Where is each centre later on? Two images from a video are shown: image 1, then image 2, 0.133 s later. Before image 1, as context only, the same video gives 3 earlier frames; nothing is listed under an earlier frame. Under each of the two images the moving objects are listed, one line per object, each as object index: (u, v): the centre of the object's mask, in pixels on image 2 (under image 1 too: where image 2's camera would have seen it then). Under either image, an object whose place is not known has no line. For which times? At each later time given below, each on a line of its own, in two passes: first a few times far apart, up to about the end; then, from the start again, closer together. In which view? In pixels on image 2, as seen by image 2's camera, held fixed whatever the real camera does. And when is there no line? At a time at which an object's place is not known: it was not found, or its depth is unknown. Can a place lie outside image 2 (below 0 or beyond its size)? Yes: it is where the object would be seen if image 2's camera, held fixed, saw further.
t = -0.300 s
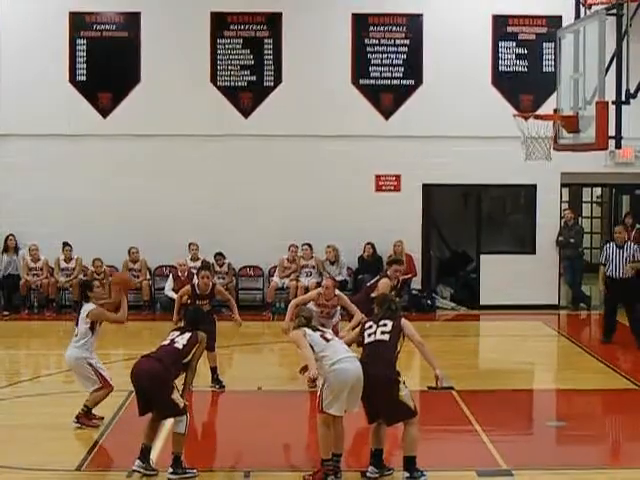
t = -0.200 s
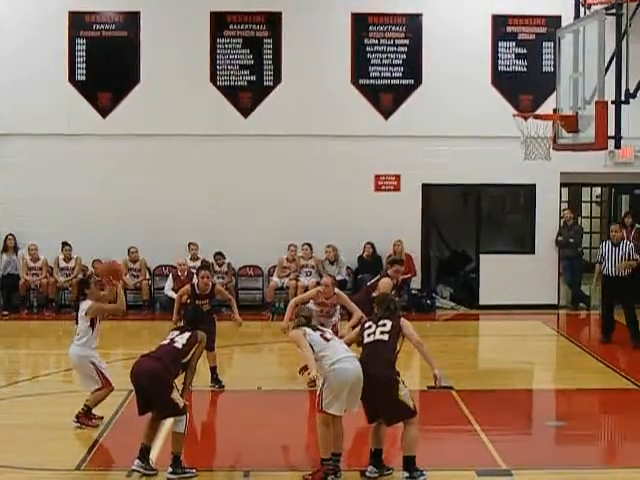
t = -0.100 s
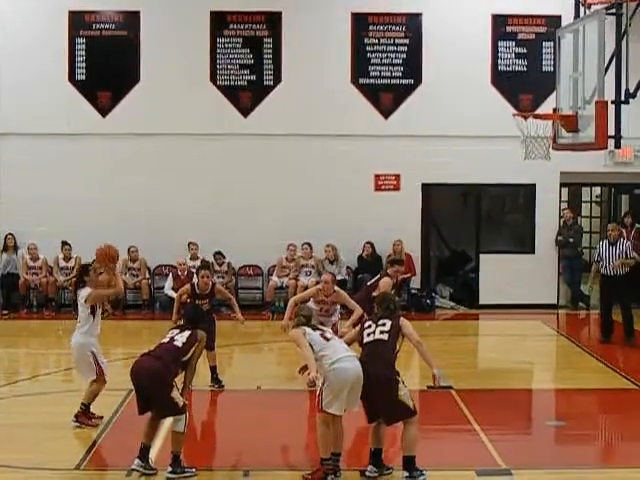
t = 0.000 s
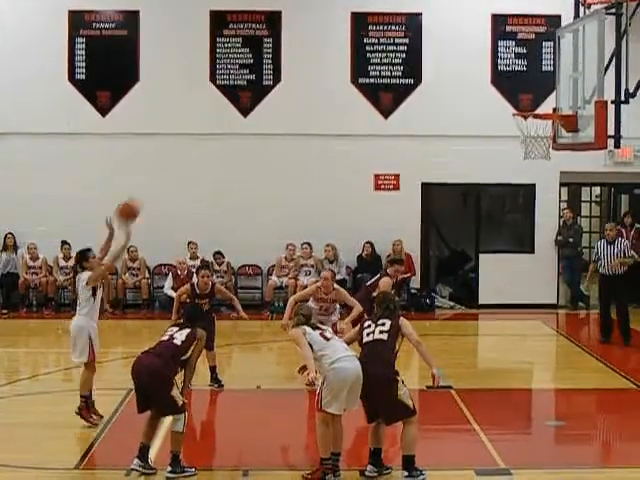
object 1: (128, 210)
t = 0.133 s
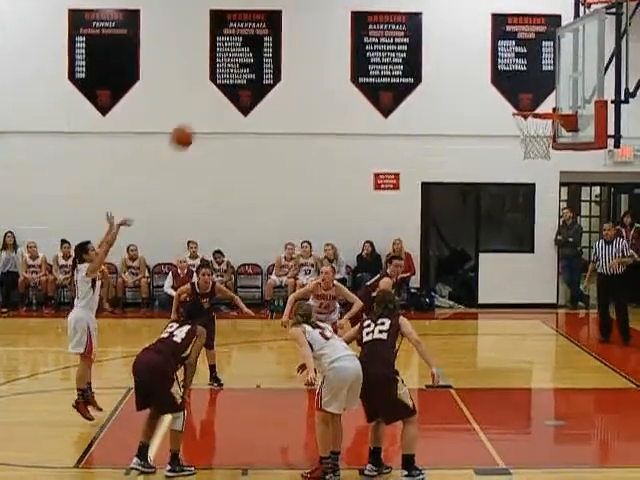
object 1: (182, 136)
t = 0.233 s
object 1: (223, 94)
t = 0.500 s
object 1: (330, 30)
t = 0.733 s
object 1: (421, 32)
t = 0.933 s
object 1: (500, 79)
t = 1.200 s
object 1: (559, 147)
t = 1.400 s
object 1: (553, 203)
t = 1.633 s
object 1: (549, 317)
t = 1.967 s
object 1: (531, 325)
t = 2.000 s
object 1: (529, 312)
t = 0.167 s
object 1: (195, 120)
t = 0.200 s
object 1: (209, 106)
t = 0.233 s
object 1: (223, 94)
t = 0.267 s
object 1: (236, 84)
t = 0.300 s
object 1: (252, 70)
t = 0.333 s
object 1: (263, 61)
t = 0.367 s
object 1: (278, 53)
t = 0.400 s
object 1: (289, 45)
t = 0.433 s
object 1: (303, 39)
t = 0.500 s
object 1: (330, 30)
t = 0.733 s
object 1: (421, 32)
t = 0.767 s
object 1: (435, 38)
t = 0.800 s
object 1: (447, 44)
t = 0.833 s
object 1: (460, 51)
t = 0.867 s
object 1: (473, 59)
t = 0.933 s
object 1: (500, 79)
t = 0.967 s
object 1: (511, 88)
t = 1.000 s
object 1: (523, 100)
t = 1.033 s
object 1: (534, 114)
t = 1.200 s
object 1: (559, 147)
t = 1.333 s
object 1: (555, 180)
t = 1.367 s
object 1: (555, 191)
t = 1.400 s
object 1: (553, 203)
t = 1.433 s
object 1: (552, 216)
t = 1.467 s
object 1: (551, 230)
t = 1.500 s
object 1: (552, 245)
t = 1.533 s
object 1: (550, 262)
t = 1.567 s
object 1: (549, 279)
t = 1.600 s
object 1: (548, 296)
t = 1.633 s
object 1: (549, 317)
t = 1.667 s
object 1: (547, 338)
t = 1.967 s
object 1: (531, 325)
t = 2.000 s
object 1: (529, 312)
